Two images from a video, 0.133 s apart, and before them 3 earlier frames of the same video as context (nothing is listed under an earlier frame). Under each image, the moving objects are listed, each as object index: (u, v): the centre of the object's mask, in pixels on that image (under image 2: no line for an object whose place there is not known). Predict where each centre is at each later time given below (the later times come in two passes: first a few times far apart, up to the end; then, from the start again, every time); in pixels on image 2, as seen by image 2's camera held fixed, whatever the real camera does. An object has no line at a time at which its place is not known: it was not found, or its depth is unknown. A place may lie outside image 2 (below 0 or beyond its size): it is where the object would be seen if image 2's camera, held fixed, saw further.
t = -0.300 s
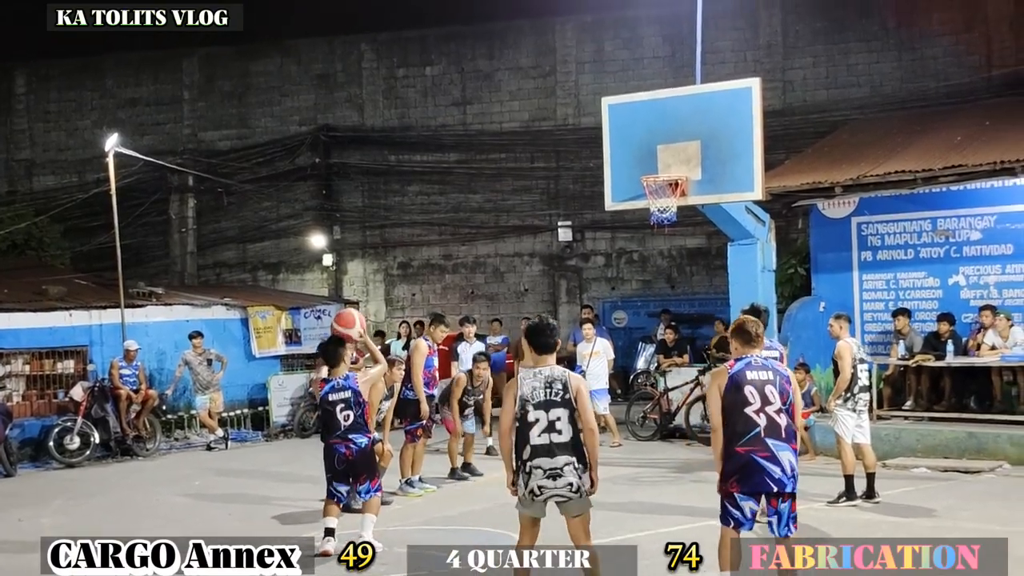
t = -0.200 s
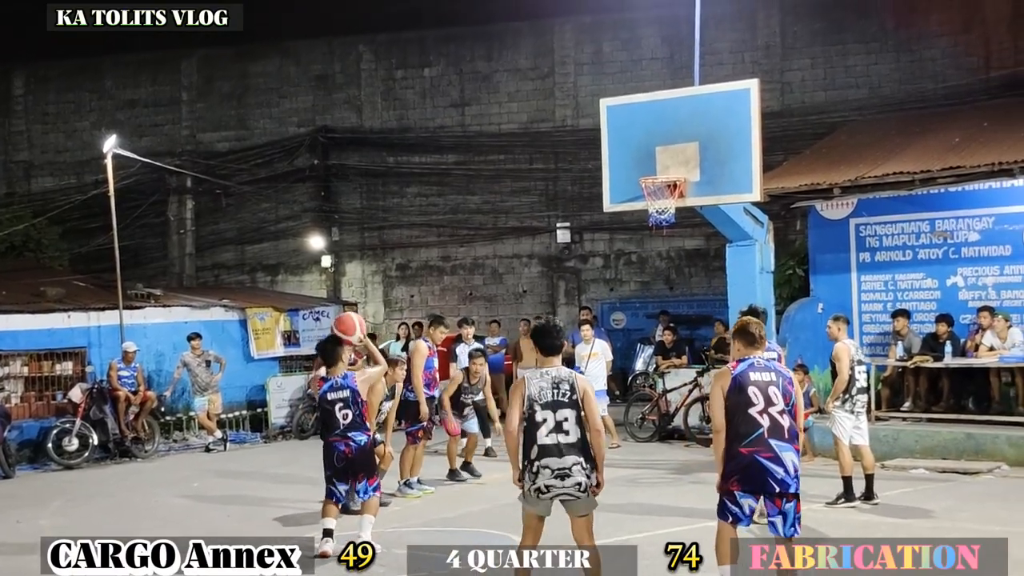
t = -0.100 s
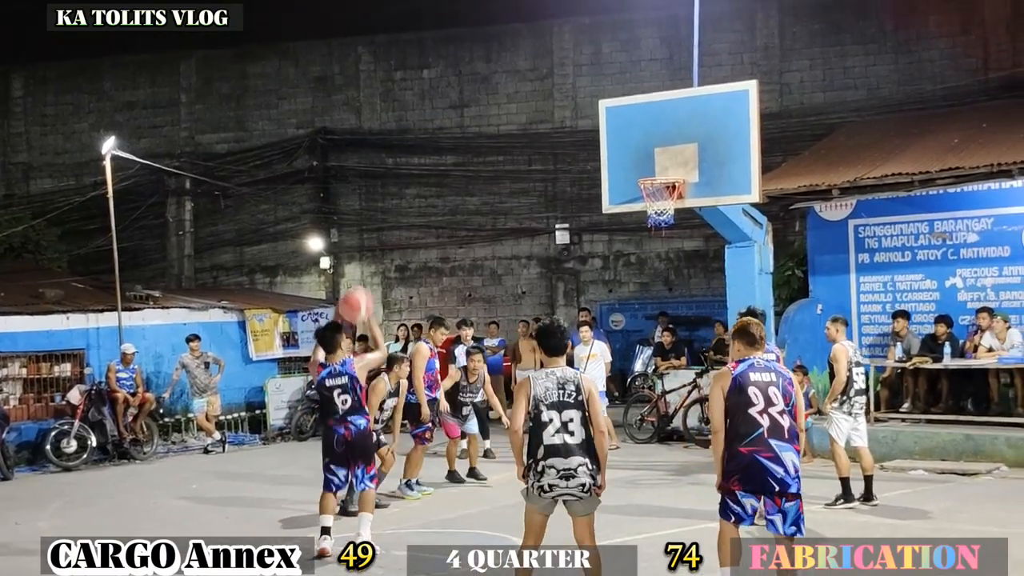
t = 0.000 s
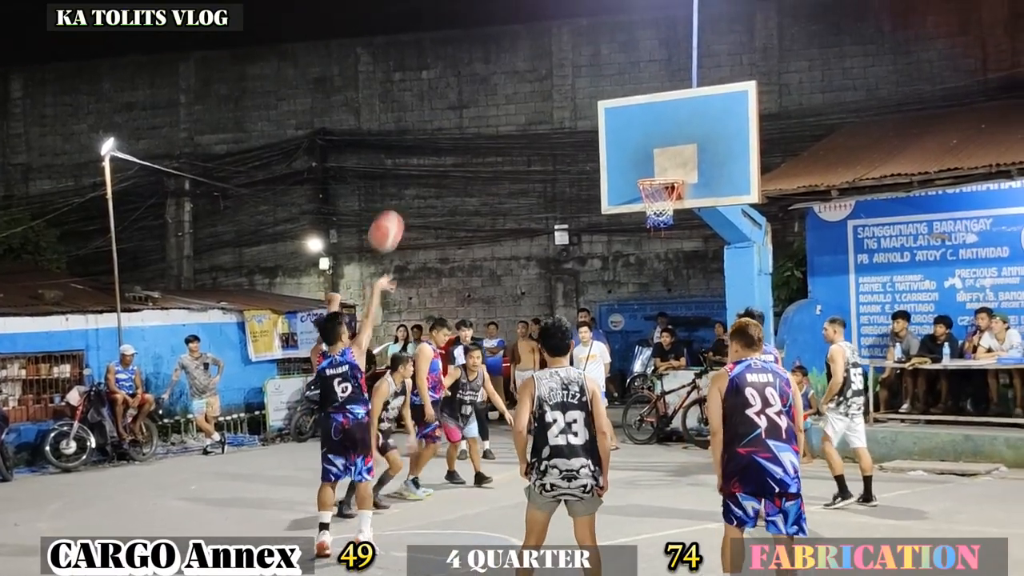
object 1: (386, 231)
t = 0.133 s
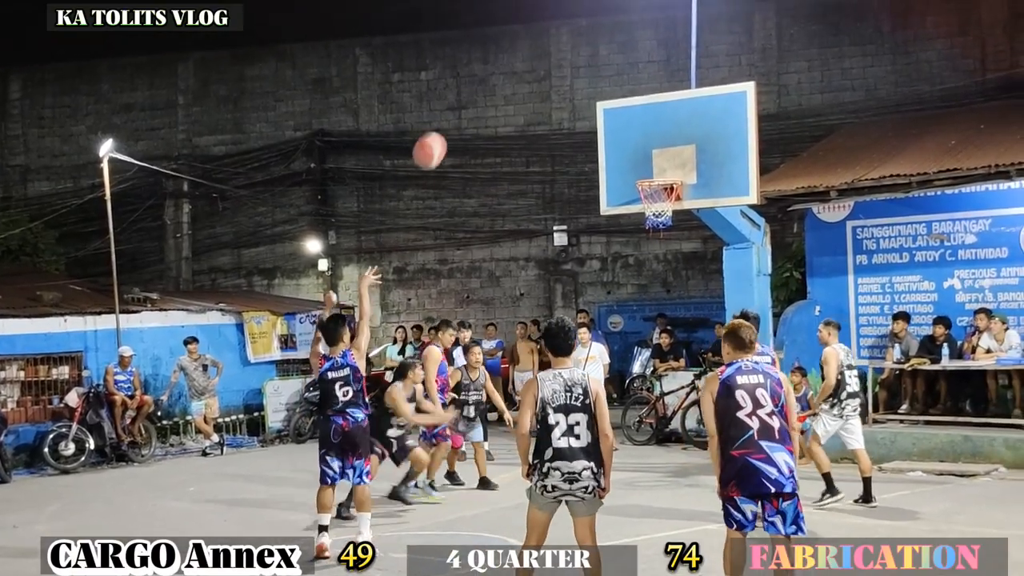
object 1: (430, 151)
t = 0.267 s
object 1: (471, 97)
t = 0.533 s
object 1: (545, 61)
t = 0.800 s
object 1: (607, 99)
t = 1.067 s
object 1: (662, 193)
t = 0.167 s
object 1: (440, 135)
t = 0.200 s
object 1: (451, 121)
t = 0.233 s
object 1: (461, 109)
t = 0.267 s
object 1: (471, 97)
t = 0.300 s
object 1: (481, 88)
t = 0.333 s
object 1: (491, 80)
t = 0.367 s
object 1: (500, 74)
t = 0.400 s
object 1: (509, 68)
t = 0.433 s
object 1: (519, 65)
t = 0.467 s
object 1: (527, 62)
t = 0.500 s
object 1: (536, 61)
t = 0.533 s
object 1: (545, 61)
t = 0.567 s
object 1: (553, 62)
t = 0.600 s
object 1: (561, 64)
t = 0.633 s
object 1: (570, 68)
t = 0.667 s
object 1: (577, 72)
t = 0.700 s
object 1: (585, 77)
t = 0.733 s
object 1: (592, 84)
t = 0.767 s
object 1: (600, 90)
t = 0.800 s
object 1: (607, 99)
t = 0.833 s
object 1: (614, 109)
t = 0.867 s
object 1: (622, 119)
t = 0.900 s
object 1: (628, 130)
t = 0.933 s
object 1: (635, 142)
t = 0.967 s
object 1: (642, 155)
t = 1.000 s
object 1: (648, 167)
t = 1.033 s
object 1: (656, 180)
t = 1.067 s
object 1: (662, 193)
